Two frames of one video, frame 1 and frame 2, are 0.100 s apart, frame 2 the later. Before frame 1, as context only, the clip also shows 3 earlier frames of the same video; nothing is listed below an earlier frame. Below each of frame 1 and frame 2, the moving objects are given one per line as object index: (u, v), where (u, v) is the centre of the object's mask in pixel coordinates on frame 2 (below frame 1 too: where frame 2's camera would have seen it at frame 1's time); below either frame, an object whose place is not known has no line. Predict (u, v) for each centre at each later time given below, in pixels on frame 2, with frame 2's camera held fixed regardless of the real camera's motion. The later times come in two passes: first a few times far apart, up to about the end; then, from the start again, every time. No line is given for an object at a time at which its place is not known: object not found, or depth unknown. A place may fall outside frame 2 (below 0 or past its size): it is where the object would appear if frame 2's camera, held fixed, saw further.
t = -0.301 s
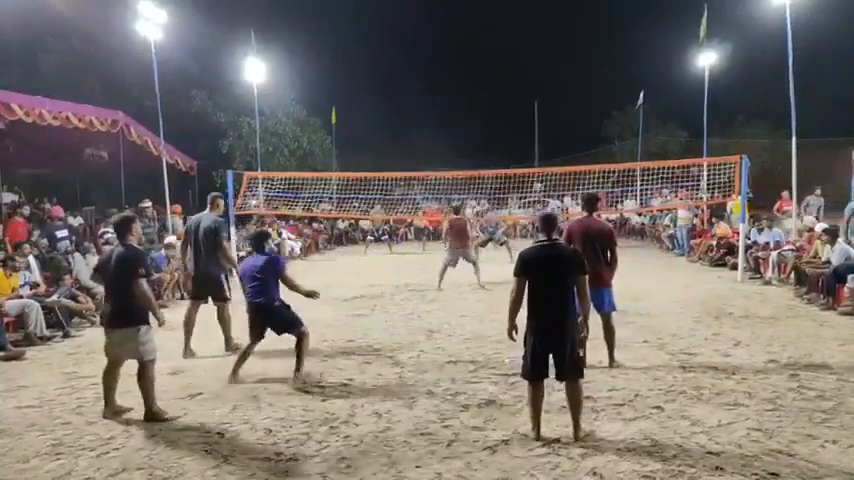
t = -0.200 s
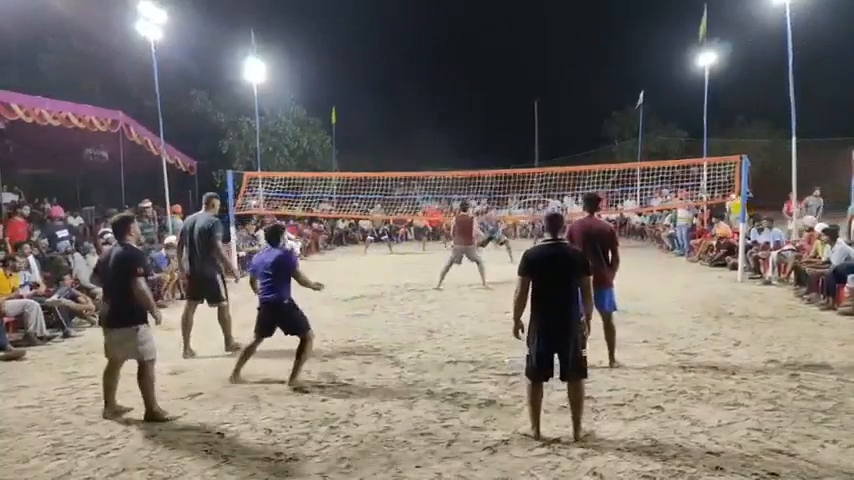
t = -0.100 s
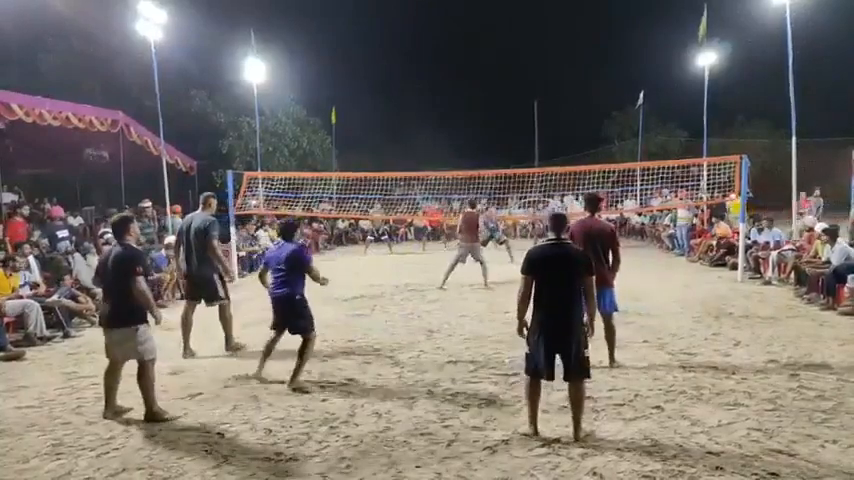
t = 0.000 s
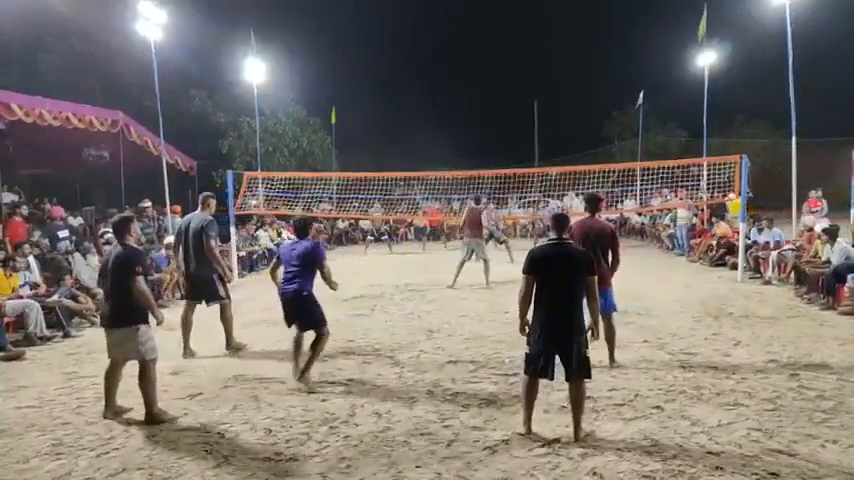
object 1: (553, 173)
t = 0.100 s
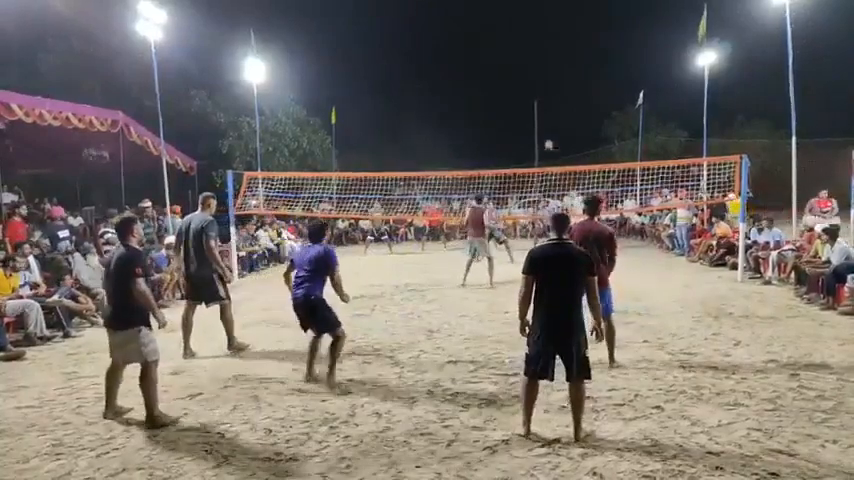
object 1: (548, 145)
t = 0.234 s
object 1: (543, 112)
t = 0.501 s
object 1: (531, 55)
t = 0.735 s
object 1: (519, 22)
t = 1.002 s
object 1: (501, 16)
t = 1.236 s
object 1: (481, 64)
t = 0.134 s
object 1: (547, 137)
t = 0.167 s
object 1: (546, 129)
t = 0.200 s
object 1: (544, 120)
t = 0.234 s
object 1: (543, 112)
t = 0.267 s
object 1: (541, 104)
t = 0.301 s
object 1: (540, 97)
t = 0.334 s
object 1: (538, 89)
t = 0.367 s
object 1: (537, 82)
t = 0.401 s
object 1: (536, 75)
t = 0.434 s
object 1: (534, 68)
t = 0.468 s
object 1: (533, 61)
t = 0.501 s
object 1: (531, 55)
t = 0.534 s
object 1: (529, 49)
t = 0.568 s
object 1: (528, 44)
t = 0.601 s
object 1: (526, 38)
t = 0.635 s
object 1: (524, 33)
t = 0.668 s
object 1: (522, 29)
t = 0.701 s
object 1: (521, 25)
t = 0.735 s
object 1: (519, 22)
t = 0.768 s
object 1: (517, 18)
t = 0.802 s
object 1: (515, 15)
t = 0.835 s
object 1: (513, 14)
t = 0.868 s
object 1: (511, 13)
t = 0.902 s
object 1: (509, 12)
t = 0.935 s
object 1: (507, 12)
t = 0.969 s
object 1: (504, 13)
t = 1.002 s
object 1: (501, 16)
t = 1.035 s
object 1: (499, 18)
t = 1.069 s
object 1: (496, 22)
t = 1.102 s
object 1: (493, 28)
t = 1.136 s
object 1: (490, 34)
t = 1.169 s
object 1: (487, 42)
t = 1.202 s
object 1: (484, 52)
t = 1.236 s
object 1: (481, 64)
